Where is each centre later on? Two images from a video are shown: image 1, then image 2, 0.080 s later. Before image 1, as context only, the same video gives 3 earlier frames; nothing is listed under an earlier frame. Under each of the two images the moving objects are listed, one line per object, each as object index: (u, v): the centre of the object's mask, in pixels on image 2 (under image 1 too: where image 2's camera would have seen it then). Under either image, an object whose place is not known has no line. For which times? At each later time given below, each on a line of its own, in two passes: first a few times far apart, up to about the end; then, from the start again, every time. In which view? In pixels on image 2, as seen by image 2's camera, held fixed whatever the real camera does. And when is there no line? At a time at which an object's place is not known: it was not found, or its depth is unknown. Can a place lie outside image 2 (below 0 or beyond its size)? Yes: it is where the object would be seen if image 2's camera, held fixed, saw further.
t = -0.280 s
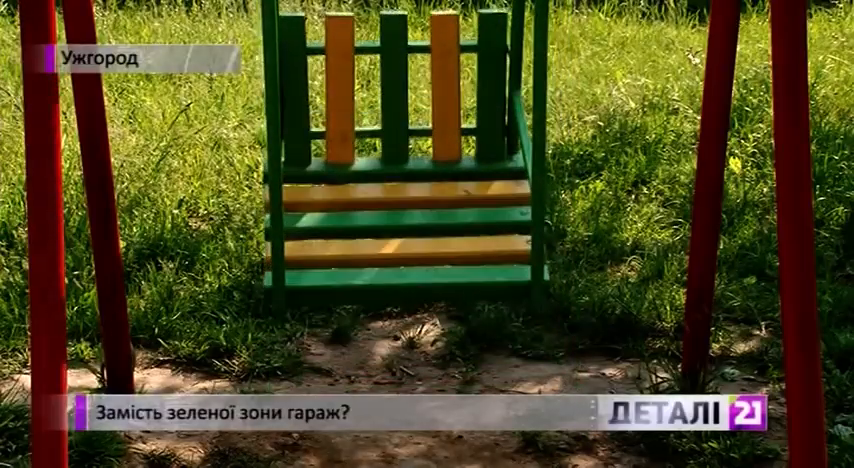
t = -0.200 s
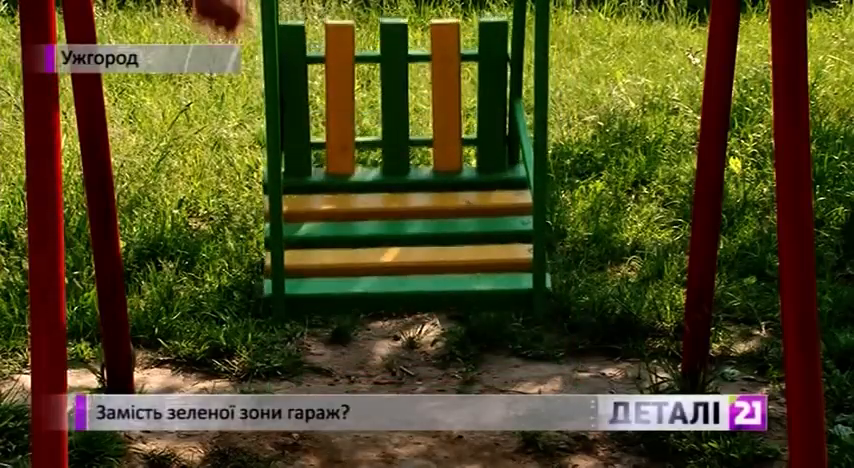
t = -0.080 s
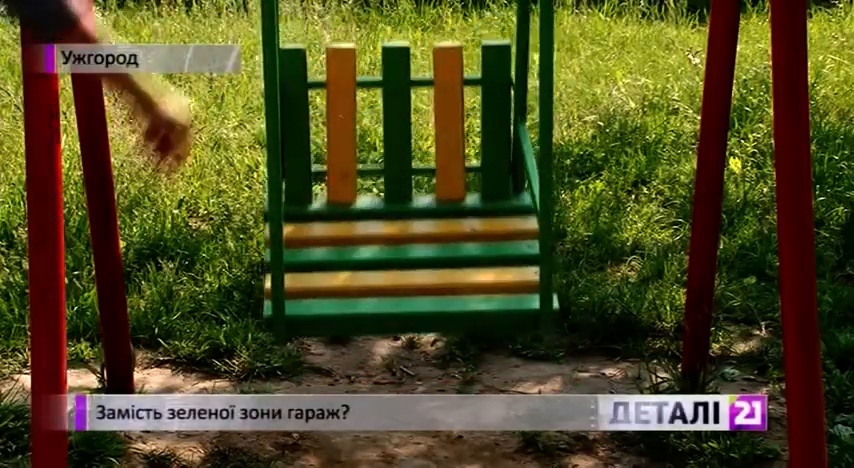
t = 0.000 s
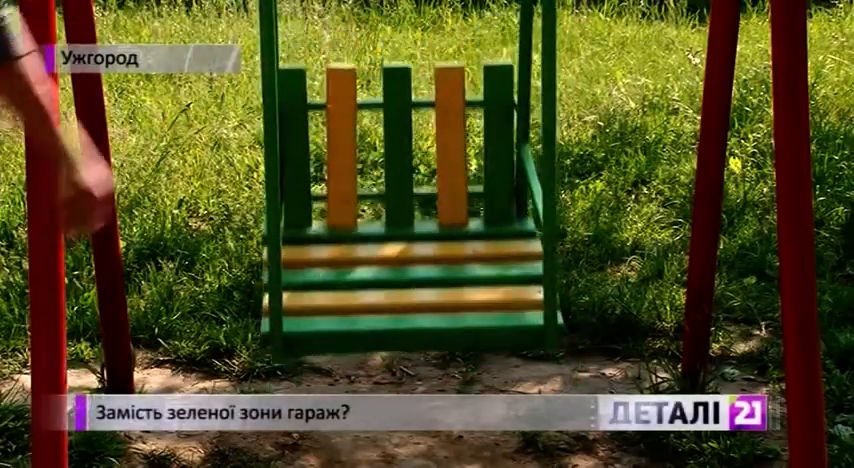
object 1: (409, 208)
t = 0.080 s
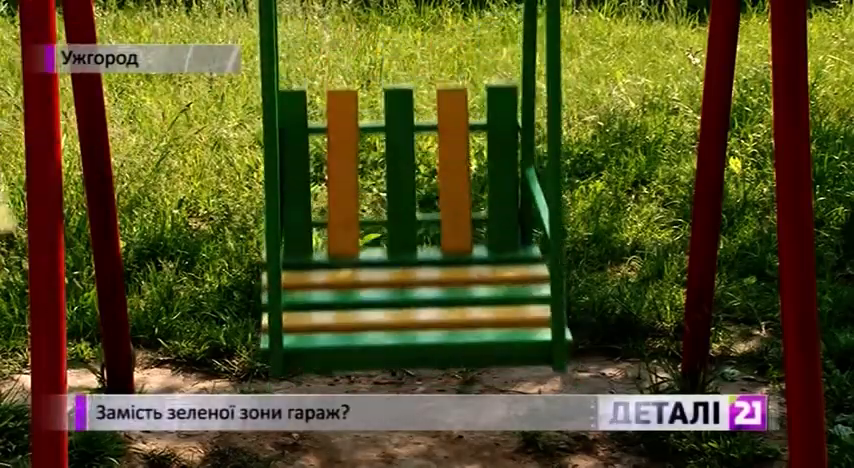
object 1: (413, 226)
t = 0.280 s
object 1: (421, 257)
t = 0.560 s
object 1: (433, 261)
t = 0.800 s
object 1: (432, 264)
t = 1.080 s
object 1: (430, 264)
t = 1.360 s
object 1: (418, 245)
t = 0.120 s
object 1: (415, 234)
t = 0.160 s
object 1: (416, 242)
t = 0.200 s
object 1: (418, 248)
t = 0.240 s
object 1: (419, 253)
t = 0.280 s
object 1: (421, 257)
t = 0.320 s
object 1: (424, 260)
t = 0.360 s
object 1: (428, 262)
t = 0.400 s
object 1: (430, 264)
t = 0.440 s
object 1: (428, 264)
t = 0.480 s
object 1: (431, 262)
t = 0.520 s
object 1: (431, 261)
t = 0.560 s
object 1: (433, 261)
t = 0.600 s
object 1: (434, 263)
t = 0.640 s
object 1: (432, 264)
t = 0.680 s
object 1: (432, 264)
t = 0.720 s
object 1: (433, 264)
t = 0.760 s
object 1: (431, 264)
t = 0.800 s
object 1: (432, 264)
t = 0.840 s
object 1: (432, 264)
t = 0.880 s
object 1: (432, 264)
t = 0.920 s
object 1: (435, 263)
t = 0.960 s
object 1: (432, 262)
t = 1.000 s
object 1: (431, 261)
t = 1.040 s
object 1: (431, 263)
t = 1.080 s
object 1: (430, 264)
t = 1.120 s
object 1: (429, 264)
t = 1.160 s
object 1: (426, 263)
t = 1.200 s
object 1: (425, 261)
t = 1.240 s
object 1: (423, 258)
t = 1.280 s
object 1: (421, 256)
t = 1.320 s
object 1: (420, 251)
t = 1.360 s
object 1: (418, 245)
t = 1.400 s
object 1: (416, 238)
